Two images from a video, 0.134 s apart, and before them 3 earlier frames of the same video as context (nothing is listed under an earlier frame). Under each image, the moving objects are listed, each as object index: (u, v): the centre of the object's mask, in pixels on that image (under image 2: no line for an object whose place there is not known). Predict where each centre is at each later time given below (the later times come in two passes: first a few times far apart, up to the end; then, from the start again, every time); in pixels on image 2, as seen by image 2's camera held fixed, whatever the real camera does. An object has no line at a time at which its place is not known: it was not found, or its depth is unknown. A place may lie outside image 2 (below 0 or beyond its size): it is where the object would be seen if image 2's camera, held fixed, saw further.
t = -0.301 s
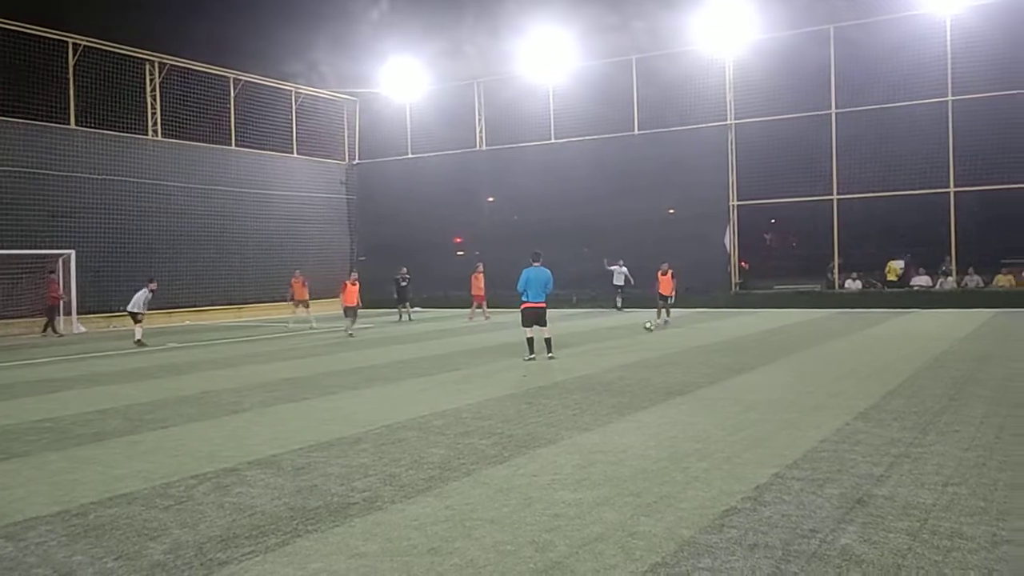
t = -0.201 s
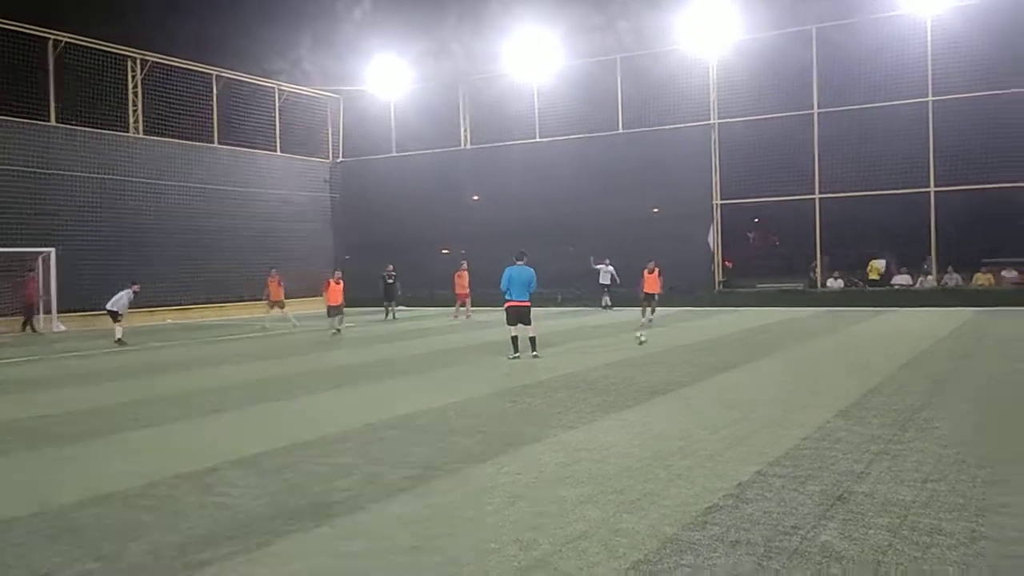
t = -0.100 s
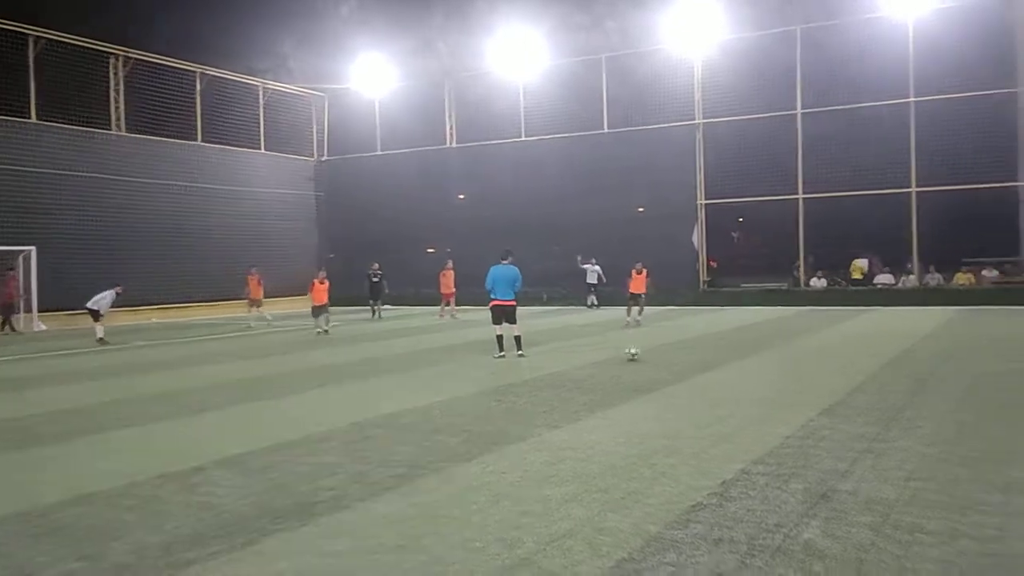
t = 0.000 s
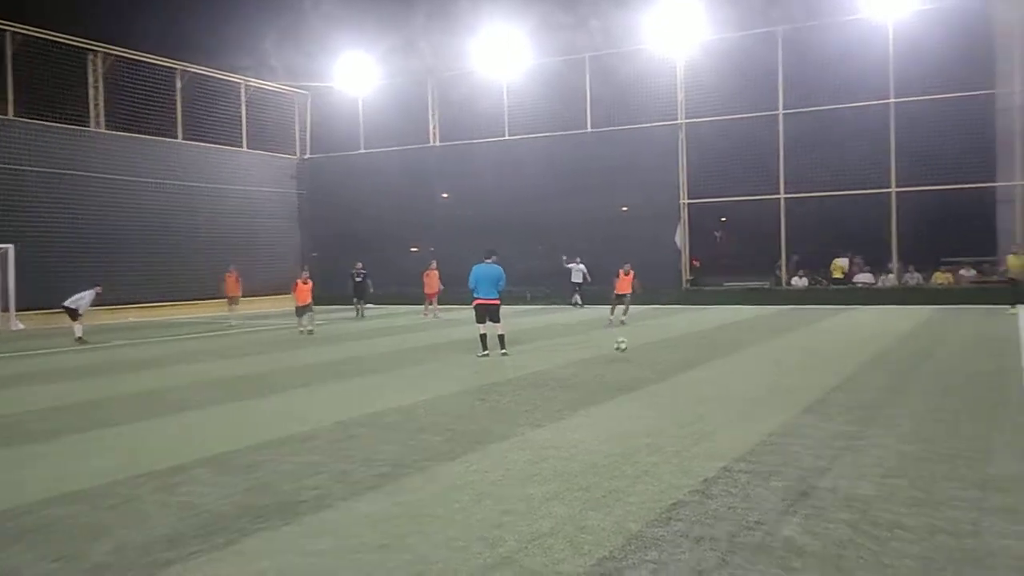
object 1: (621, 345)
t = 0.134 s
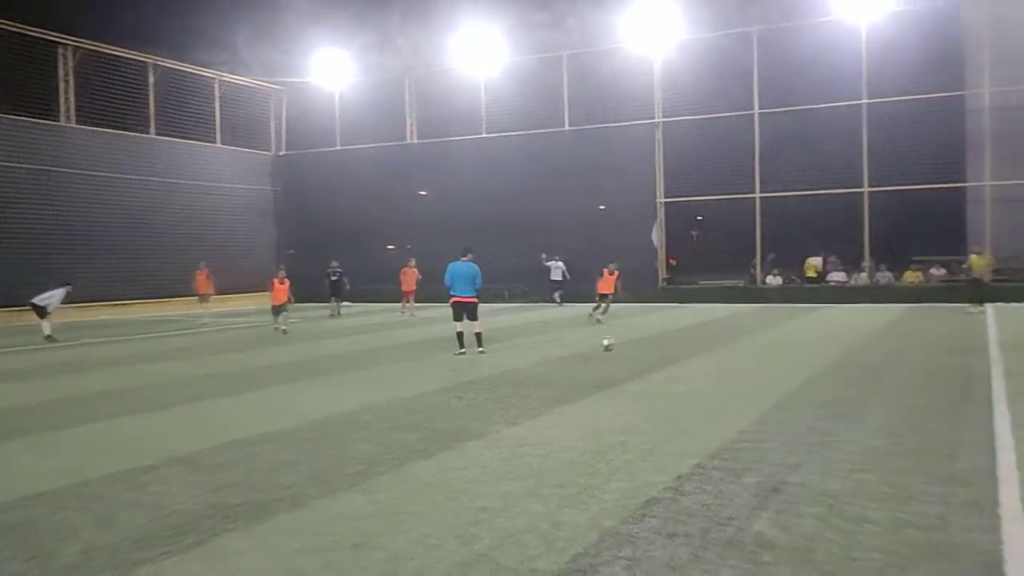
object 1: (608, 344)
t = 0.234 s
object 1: (616, 352)
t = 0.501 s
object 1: (639, 363)
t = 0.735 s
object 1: (663, 387)
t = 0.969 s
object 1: (691, 400)
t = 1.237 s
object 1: (728, 419)
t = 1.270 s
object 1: (734, 426)
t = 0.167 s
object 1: (610, 345)
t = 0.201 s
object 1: (613, 348)
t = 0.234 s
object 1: (616, 352)
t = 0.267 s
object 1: (619, 357)
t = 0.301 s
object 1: (622, 364)
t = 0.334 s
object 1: (624, 369)
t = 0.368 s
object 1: (627, 366)
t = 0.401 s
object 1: (630, 364)
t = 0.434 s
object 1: (633, 363)
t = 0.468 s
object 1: (636, 362)
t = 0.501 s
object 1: (639, 363)
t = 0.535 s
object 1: (642, 364)
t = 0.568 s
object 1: (645, 367)
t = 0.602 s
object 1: (648, 370)
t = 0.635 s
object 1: (652, 375)
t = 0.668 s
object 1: (655, 381)
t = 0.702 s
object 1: (660, 387)
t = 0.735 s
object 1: (663, 387)
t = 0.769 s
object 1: (667, 385)
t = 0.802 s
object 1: (670, 384)
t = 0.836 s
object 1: (674, 385)
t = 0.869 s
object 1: (678, 387)
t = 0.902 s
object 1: (682, 391)
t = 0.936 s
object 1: (686, 394)
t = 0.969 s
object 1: (691, 400)
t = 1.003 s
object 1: (695, 407)
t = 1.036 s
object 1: (700, 407)
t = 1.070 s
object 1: (703, 404)
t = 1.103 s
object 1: (708, 405)
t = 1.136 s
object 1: (713, 406)
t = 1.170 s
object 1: (718, 409)
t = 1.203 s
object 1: (723, 413)
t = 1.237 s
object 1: (728, 419)
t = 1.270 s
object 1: (734, 426)
